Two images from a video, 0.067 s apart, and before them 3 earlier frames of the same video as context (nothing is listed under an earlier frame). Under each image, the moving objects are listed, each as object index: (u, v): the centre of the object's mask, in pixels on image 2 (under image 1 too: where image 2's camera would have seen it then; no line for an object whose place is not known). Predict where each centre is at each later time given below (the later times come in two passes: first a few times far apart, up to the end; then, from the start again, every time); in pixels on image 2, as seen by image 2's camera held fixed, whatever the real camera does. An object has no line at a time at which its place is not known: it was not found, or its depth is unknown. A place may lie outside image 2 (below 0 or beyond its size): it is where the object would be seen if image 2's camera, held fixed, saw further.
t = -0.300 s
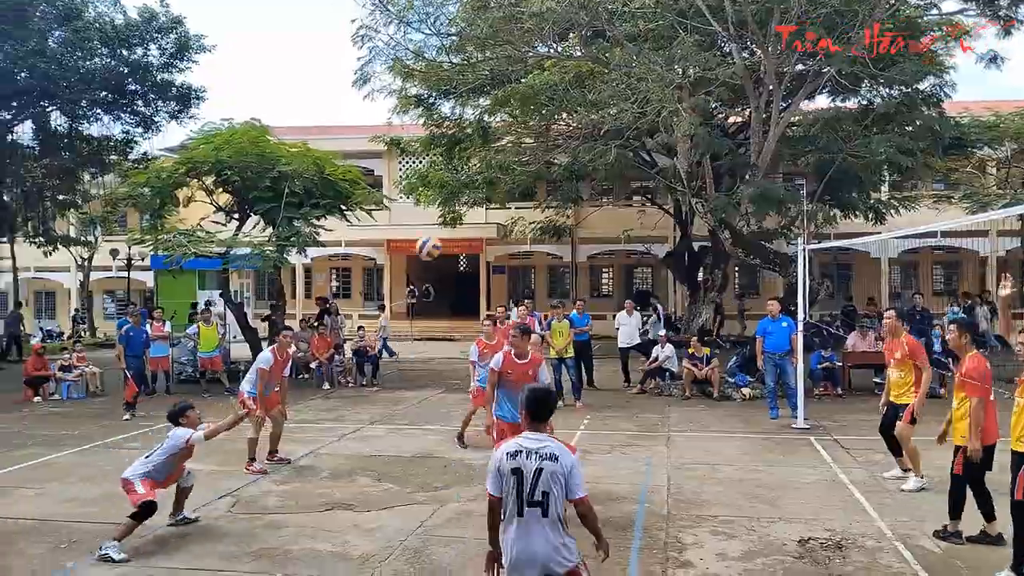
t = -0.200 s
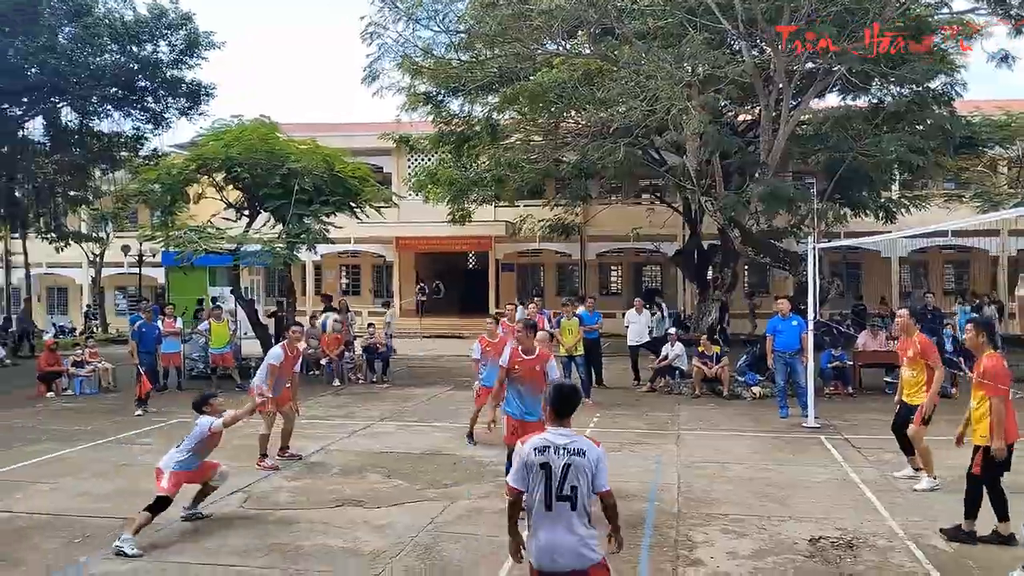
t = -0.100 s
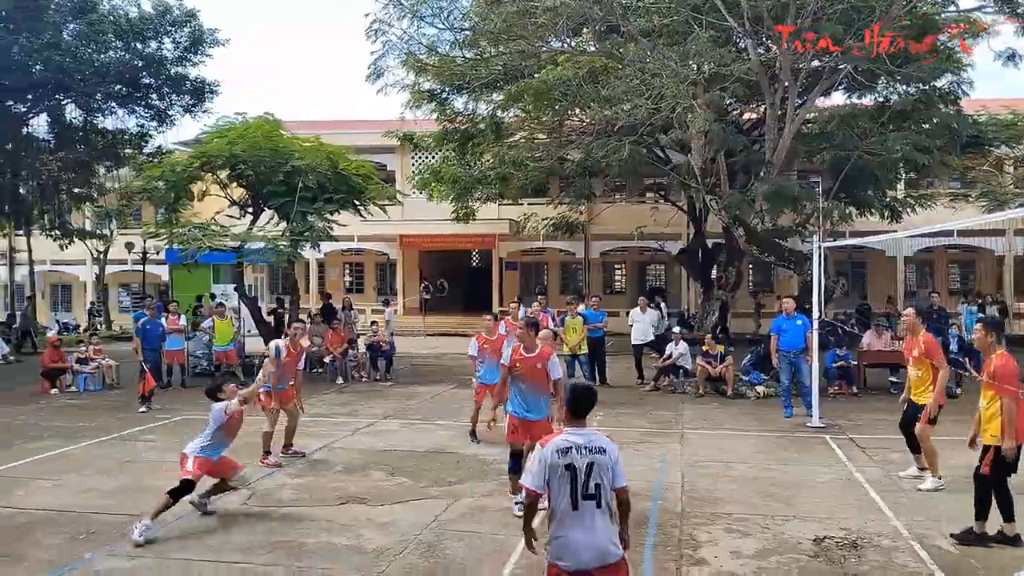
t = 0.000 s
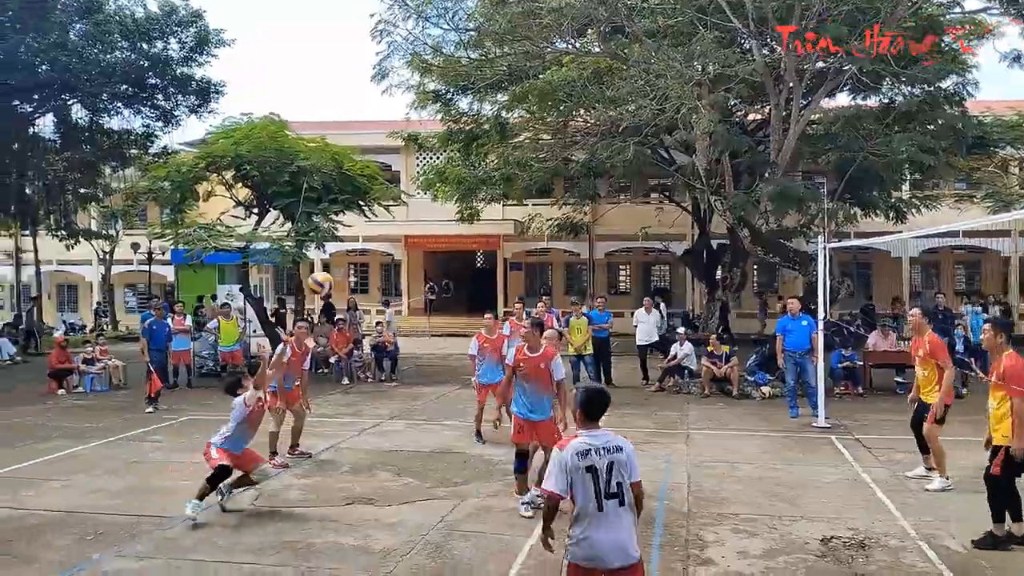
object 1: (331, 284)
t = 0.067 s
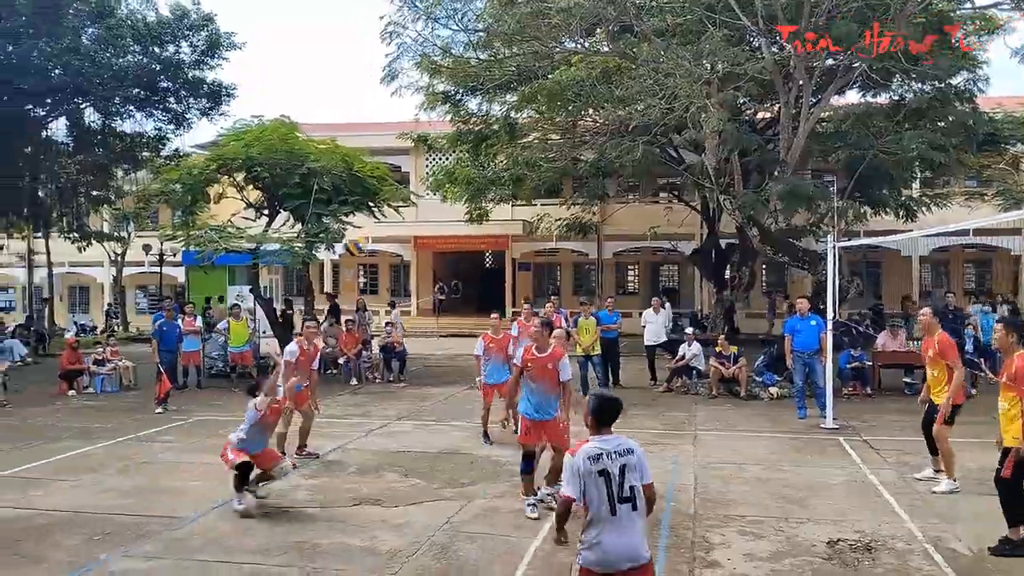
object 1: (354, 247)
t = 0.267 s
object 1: (427, 153)
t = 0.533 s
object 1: (535, 104)
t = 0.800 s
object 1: (647, 142)
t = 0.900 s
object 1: (689, 179)
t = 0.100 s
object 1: (367, 229)
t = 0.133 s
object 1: (379, 209)
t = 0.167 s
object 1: (392, 194)
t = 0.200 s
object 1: (401, 179)
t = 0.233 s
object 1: (415, 165)
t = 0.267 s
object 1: (427, 153)
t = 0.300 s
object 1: (441, 144)
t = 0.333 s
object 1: (456, 135)
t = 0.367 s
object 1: (469, 127)
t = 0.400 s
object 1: (480, 120)
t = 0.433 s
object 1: (494, 113)
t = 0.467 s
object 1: (508, 109)
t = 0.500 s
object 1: (521, 106)
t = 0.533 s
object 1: (535, 104)
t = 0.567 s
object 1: (549, 104)
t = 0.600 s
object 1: (562, 105)
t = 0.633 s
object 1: (577, 108)
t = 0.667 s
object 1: (590, 113)
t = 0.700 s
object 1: (603, 116)
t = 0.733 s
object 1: (618, 123)
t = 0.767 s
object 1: (632, 132)
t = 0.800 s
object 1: (647, 142)
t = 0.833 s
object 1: (661, 153)
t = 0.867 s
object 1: (675, 166)
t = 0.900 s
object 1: (689, 179)
